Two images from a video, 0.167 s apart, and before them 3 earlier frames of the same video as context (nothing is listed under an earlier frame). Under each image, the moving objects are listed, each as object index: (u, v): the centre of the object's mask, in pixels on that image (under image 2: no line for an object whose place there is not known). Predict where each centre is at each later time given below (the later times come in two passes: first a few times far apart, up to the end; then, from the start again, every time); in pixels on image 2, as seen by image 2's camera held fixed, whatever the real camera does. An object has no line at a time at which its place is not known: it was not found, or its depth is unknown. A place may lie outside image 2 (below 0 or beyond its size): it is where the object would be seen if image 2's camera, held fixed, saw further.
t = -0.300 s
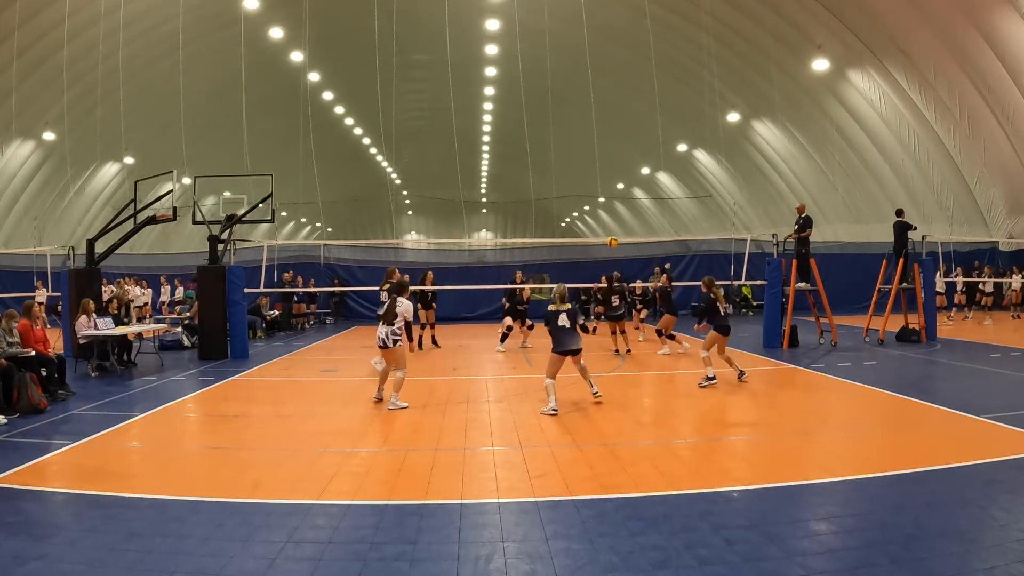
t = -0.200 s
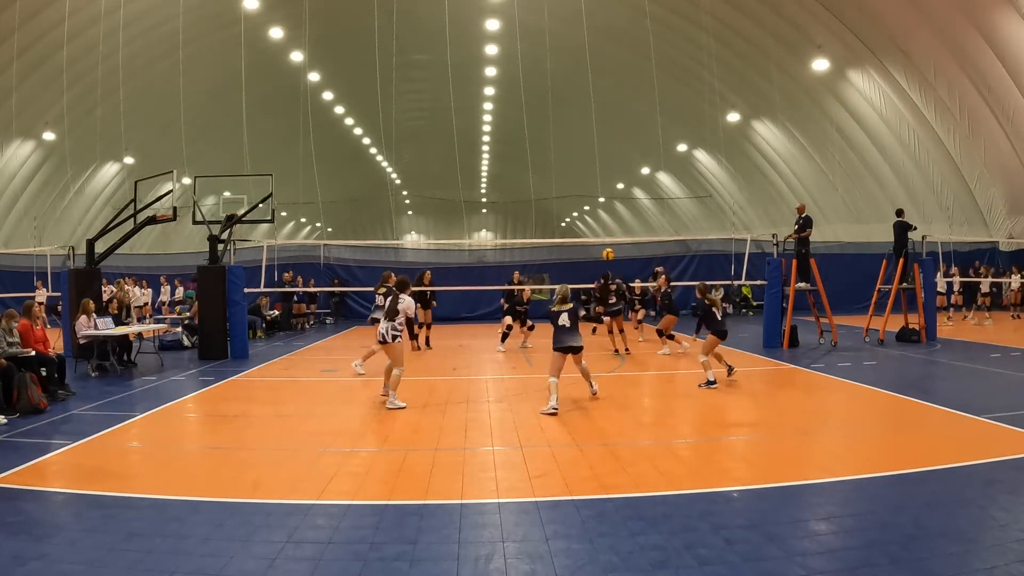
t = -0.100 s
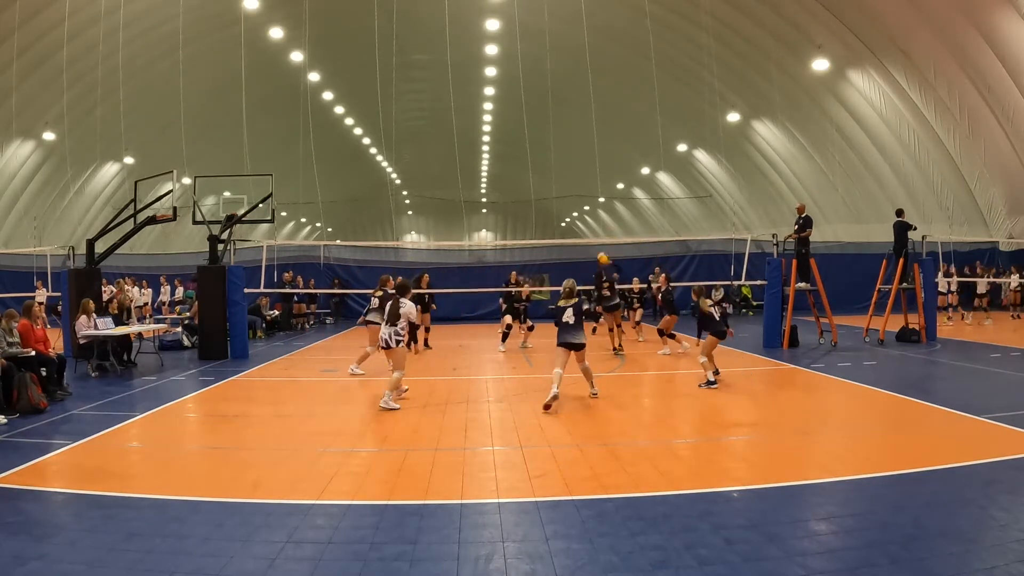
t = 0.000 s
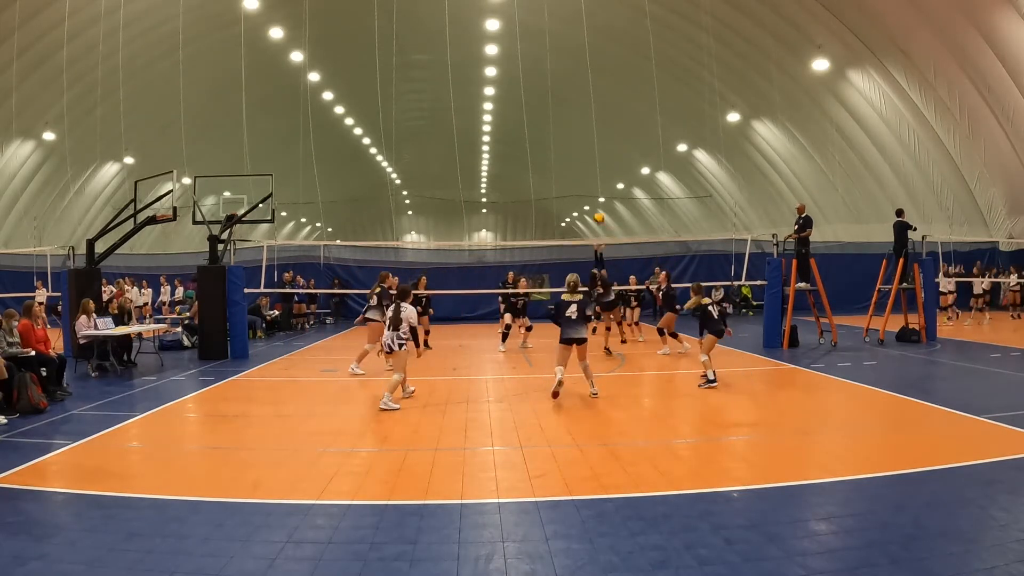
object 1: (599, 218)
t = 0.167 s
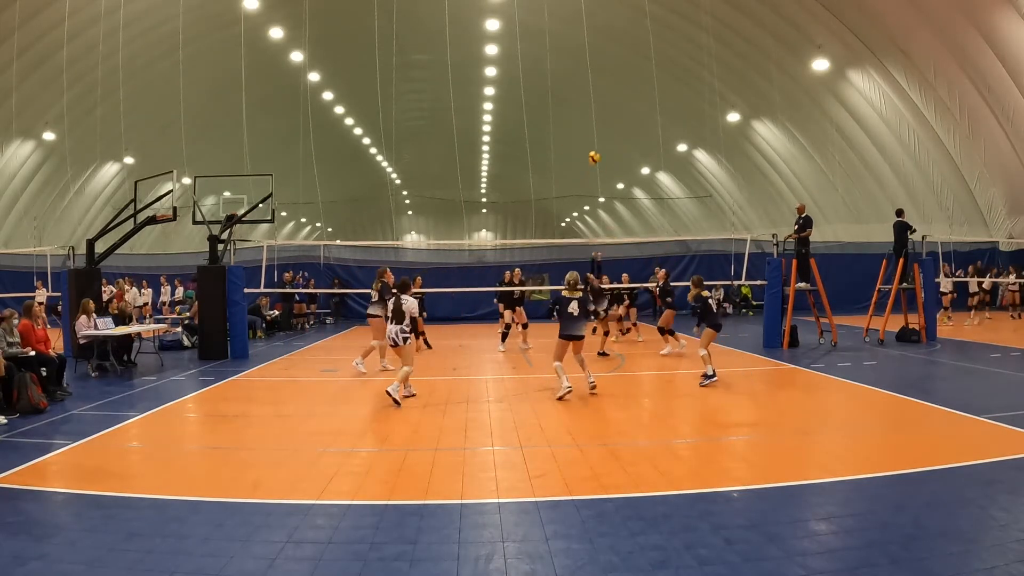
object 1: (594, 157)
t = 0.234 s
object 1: (592, 137)
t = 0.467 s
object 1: (584, 82)
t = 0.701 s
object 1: (576, 57)
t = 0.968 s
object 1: (567, 65)
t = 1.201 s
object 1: (559, 108)
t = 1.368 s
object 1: (553, 164)
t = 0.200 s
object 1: (592, 147)
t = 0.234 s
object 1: (592, 137)
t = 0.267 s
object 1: (591, 127)
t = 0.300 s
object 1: (589, 118)
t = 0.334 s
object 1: (588, 110)
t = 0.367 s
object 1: (588, 102)
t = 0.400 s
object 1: (586, 95)
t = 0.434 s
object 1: (585, 88)
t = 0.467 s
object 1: (584, 82)
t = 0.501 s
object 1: (582, 77)
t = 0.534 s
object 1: (582, 72)
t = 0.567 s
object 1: (580, 68)
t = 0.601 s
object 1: (578, 64)
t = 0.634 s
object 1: (578, 62)
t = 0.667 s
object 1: (577, 59)
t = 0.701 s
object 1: (576, 57)
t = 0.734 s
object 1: (575, 56)
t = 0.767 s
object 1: (574, 55)
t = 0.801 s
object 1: (572, 55)
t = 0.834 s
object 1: (571, 55)
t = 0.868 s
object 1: (570, 56)
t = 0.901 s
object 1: (569, 58)
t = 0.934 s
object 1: (568, 61)
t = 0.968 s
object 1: (567, 65)
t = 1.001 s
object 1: (566, 69)
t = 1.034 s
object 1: (565, 73)
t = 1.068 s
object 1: (564, 78)
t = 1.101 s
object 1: (562, 85)
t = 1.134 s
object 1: (561, 92)
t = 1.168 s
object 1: (560, 99)
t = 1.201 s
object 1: (559, 108)
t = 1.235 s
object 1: (558, 118)
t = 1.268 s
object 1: (557, 128)
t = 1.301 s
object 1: (555, 140)
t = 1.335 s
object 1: (554, 152)
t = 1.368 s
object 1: (553, 164)
